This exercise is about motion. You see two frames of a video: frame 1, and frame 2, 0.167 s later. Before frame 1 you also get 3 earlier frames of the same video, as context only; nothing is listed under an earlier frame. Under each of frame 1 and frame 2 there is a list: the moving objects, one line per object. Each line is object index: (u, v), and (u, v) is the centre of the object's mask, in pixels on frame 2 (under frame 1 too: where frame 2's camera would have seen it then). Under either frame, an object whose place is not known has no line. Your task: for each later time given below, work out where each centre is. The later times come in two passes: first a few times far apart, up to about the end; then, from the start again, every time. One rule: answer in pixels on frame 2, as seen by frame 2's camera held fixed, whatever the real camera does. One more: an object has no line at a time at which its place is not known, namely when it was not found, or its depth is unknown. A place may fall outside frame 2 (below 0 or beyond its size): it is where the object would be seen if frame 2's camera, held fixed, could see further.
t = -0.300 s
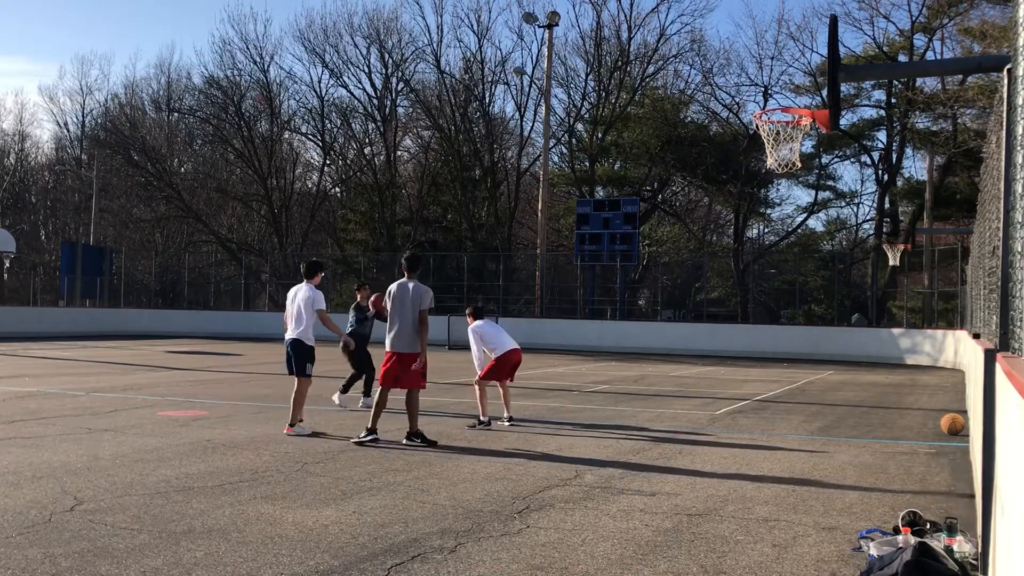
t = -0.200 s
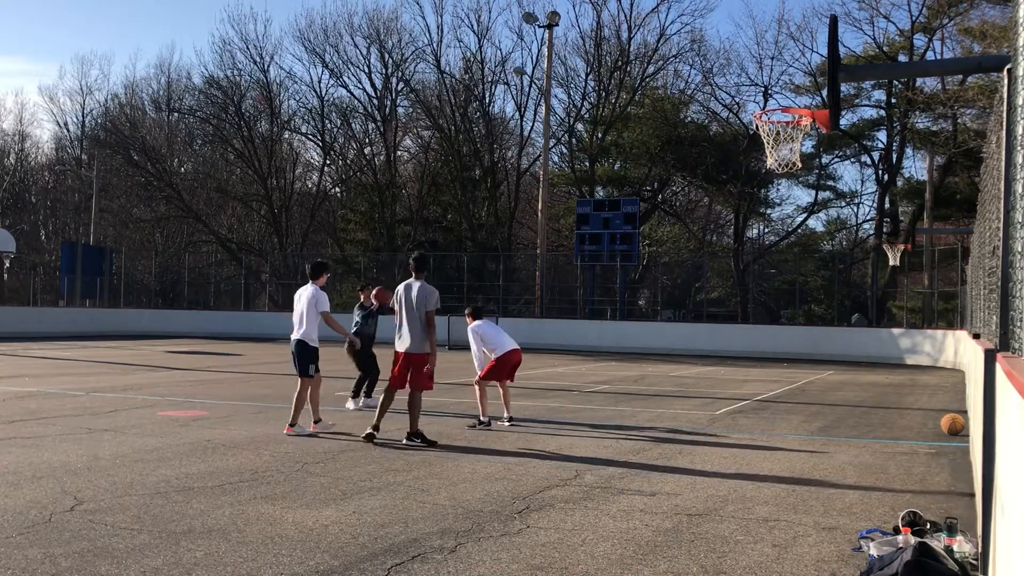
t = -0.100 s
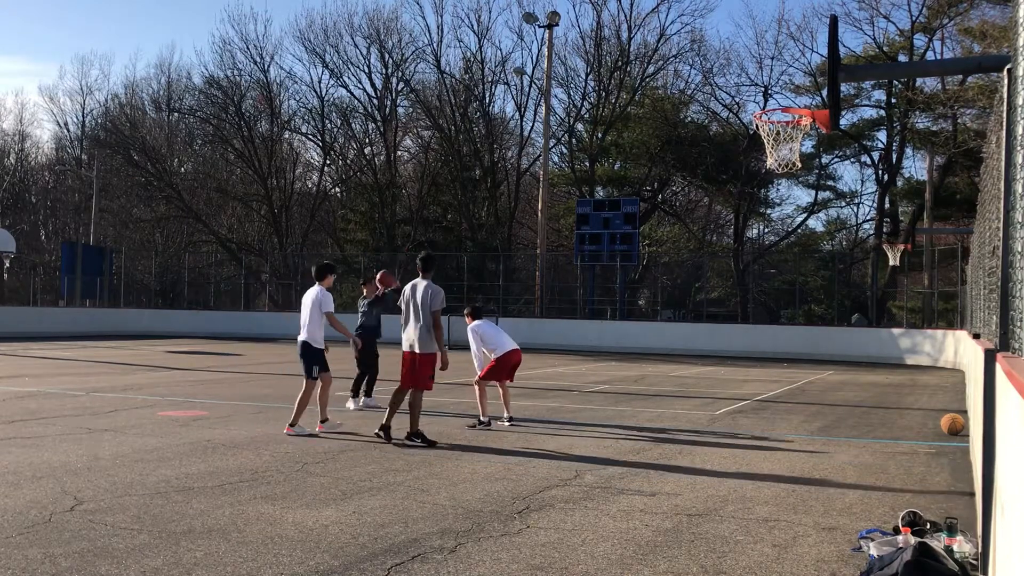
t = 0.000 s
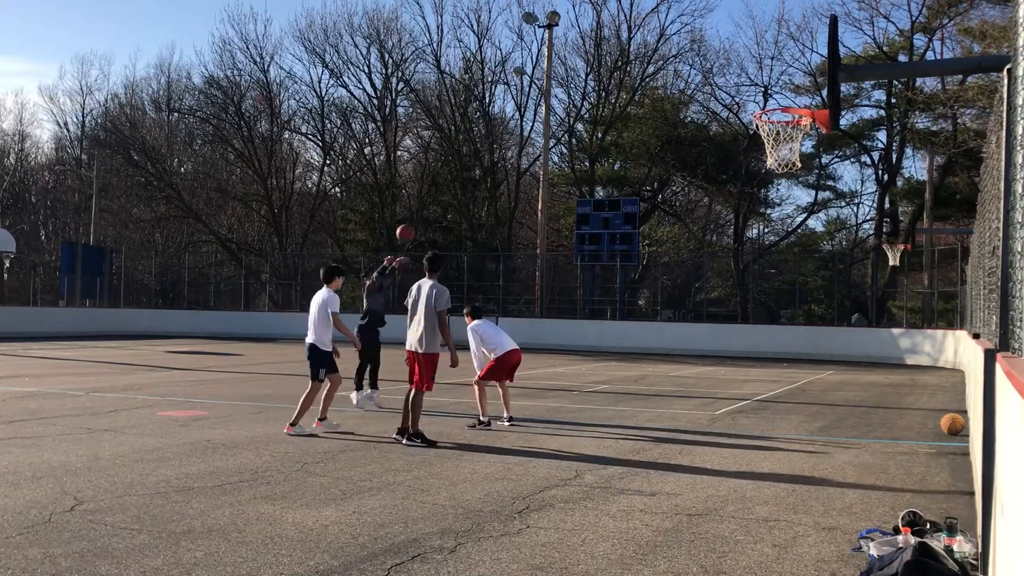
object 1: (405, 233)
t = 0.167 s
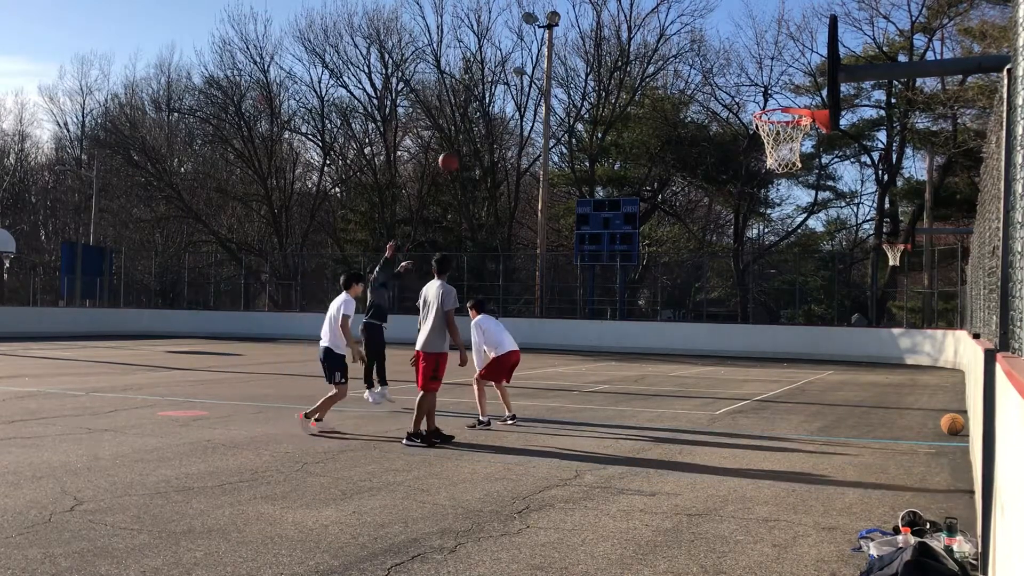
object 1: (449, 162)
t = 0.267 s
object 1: (476, 125)
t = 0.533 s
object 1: (558, 58)
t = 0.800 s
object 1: (655, 47)
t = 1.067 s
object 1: (775, 111)
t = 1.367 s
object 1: (825, 176)
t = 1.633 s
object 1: (846, 299)
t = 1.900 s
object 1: (858, 433)
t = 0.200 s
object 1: (458, 149)
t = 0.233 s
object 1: (466, 136)
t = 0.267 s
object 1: (476, 125)
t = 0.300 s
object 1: (485, 113)
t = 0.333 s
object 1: (495, 104)
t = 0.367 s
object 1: (505, 94)
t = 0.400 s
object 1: (515, 86)
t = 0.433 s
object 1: (526, 77)
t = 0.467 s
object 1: (537, 70)
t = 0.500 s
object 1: (547, 64)
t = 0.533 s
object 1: (558, 58)
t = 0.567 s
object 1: (569, 53)
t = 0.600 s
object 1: (581, 49)
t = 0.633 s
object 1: (593, 46)
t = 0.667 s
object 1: (604, 45)
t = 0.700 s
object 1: (616, 44)
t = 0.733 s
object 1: (629, 44)
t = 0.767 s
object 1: (643, 45)
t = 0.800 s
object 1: (655, 47)
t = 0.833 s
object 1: (669, 50)
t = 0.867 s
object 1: (683, 55)
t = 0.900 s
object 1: (697, 61)
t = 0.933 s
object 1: (712, 68)
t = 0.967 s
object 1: (727, 76)
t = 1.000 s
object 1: (743, 86)
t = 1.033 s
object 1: (759, 98)
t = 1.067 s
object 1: (775, 111)
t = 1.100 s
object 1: (793, 126)
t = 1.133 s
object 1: (806, 136)
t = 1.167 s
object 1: (813, 143)
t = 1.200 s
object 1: (813, 142)
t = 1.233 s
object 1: (816, 146)
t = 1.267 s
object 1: (818, 152)
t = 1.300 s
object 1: (820, 159)
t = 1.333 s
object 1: (823, 167)
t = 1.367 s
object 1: (825, 176)
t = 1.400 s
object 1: (828, 187)
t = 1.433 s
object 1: (830, 199)
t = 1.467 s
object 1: (833, 212)
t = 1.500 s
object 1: (835, 227)
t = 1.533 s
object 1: (838, 243)
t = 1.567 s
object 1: (840, 260)
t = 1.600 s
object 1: (843, 279)
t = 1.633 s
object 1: (846, 299)
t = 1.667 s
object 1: (849, 321)
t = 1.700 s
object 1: (852, 344)
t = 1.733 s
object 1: (855, 369)
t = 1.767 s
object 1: (857, 395)
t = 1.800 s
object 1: (860, 423)
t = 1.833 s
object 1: (863, 452)
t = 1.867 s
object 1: (862, 456)
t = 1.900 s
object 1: (858, 433)
